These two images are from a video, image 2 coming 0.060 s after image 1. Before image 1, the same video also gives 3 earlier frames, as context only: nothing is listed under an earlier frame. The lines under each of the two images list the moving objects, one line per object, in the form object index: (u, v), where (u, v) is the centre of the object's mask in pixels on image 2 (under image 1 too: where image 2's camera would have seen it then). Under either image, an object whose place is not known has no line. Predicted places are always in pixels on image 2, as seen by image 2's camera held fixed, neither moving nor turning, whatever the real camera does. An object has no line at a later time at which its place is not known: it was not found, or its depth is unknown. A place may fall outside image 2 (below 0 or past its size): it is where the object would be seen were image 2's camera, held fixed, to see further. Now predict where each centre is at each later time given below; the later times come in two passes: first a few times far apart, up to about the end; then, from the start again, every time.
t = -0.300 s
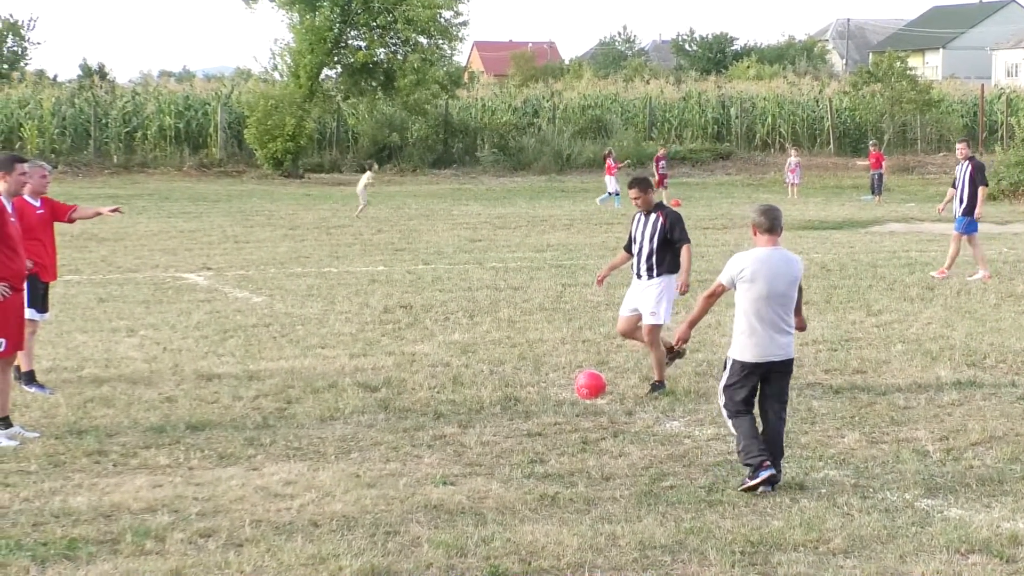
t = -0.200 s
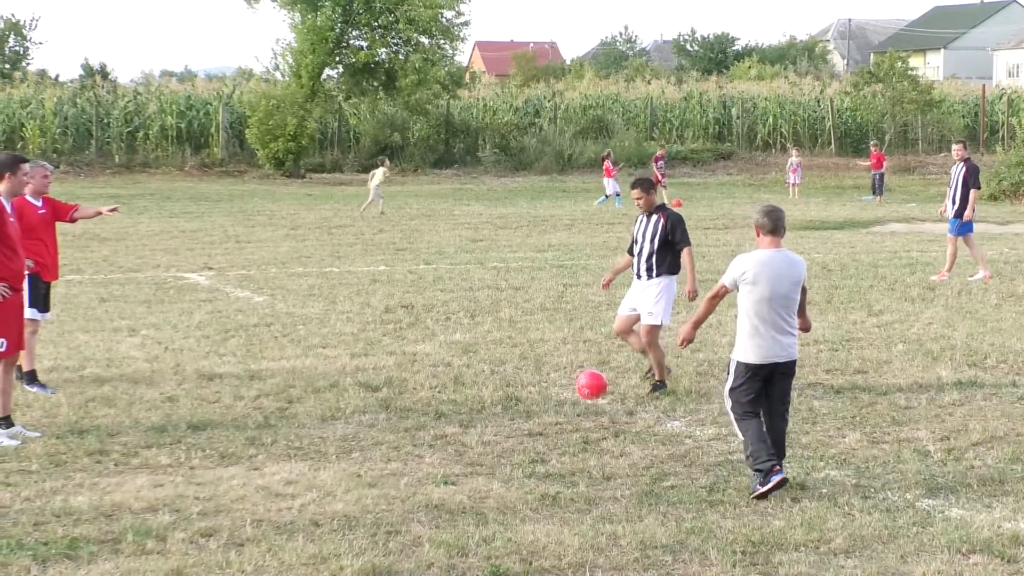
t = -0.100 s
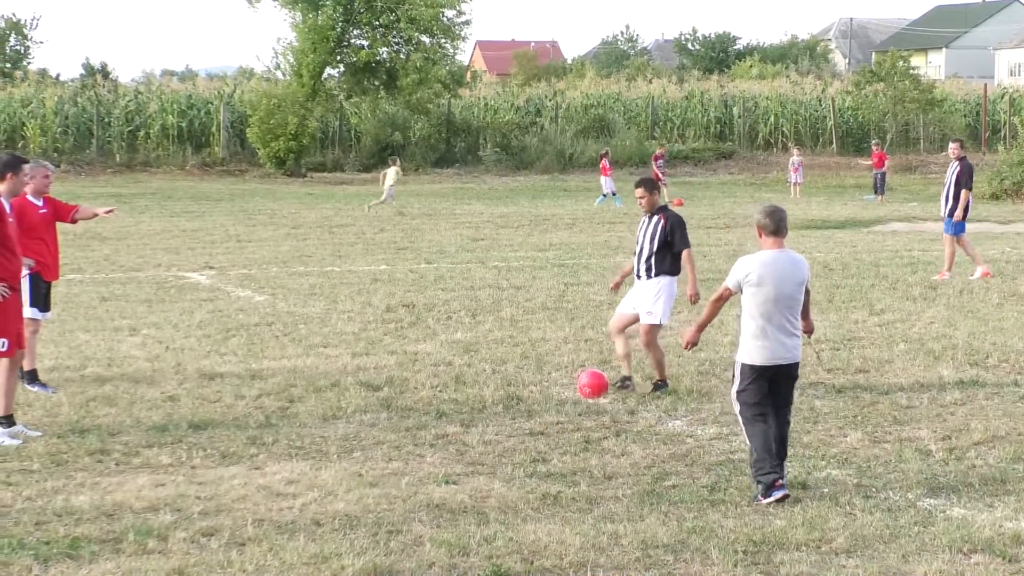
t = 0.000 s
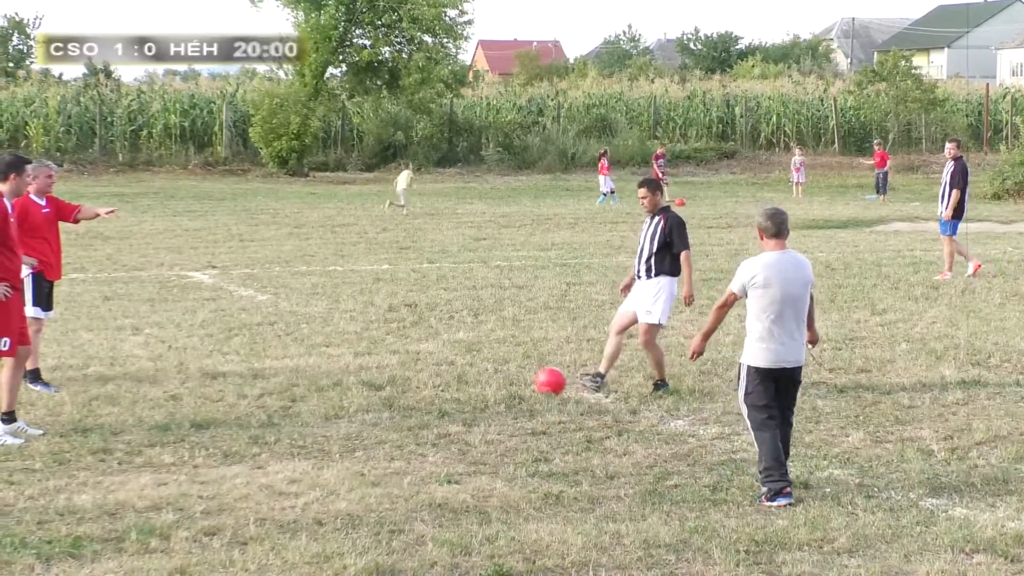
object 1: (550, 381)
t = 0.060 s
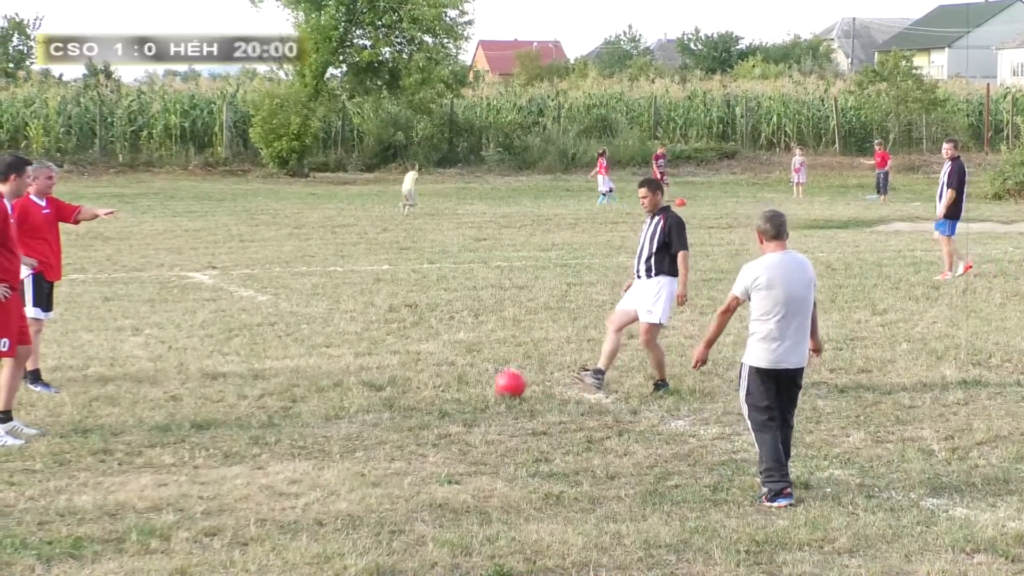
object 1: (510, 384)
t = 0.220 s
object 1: (416, 386)
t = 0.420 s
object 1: (318, 397)
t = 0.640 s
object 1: (228, 398)
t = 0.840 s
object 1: (148, 410)
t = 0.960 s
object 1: (103, 408)
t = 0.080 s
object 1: (495, 386)
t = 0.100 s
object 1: (483, 388)
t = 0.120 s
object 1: (468, 390)
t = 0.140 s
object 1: (457, 391)
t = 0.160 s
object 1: (446, 390)
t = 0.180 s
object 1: (436, 389)
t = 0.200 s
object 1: (426, 387)
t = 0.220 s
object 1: (416, 386)
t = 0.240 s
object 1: (406, 386)
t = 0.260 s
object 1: (395, 386)
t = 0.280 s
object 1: (385, 387)
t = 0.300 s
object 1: (375, 389)
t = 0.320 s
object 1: (365, 390)
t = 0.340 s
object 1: (355, 392)
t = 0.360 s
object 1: (345, 395)
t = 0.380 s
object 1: (335, 398)
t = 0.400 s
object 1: (326, 398)
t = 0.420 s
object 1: (318, 397)
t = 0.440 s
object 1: (310, 396)
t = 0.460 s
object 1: (301, 396)
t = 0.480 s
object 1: (293, 396)
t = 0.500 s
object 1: (285, 397)
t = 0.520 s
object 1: (277, 398)
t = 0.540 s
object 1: (268, 400)
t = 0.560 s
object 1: (260, 402)
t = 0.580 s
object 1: (251, 404)
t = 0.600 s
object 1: (244, 402)
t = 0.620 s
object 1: (237, 400)
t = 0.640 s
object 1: (228, 398)
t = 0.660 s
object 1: (221, 396)
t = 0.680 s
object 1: (212, 396)
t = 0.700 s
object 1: (205, 396)
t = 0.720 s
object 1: (196, 397)
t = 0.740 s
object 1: (188, 397)
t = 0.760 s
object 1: (180, 399)
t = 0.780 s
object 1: (172, 402)
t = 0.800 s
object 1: (164, 405)
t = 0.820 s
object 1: (156, 407)
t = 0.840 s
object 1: (148, 410)
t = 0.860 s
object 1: (140, 409)
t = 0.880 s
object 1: (134, 408)
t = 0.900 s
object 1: (126, 407)
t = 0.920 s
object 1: (118, 407)
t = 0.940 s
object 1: (110, 407)
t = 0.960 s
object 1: (103, 408)
